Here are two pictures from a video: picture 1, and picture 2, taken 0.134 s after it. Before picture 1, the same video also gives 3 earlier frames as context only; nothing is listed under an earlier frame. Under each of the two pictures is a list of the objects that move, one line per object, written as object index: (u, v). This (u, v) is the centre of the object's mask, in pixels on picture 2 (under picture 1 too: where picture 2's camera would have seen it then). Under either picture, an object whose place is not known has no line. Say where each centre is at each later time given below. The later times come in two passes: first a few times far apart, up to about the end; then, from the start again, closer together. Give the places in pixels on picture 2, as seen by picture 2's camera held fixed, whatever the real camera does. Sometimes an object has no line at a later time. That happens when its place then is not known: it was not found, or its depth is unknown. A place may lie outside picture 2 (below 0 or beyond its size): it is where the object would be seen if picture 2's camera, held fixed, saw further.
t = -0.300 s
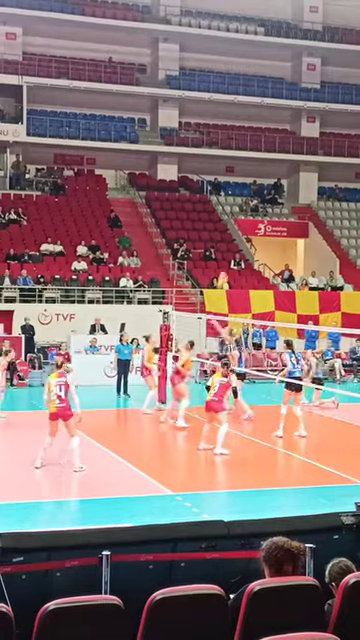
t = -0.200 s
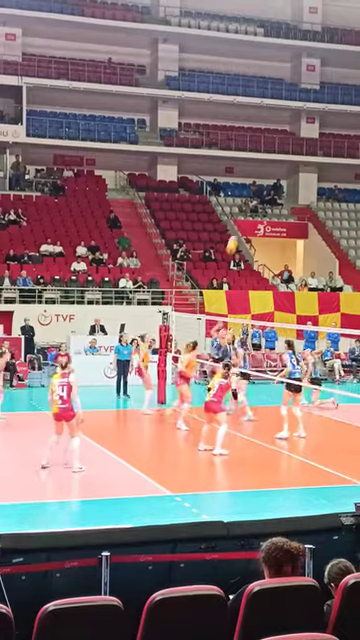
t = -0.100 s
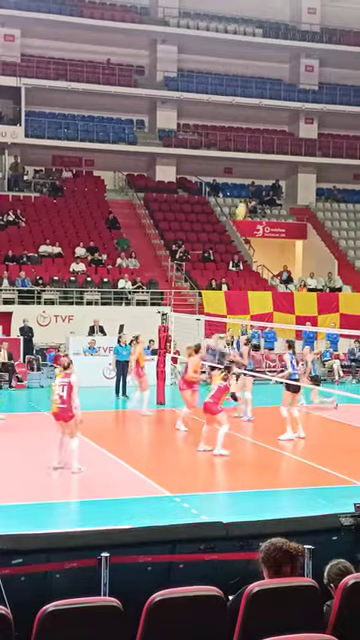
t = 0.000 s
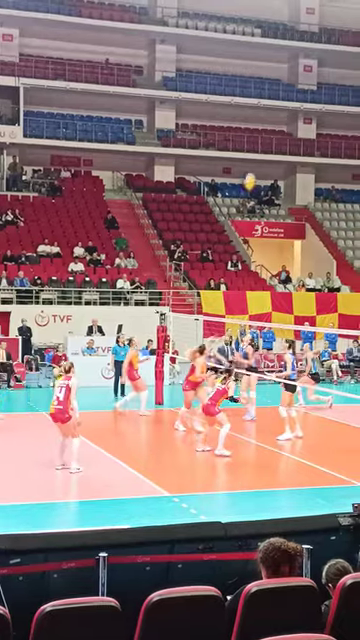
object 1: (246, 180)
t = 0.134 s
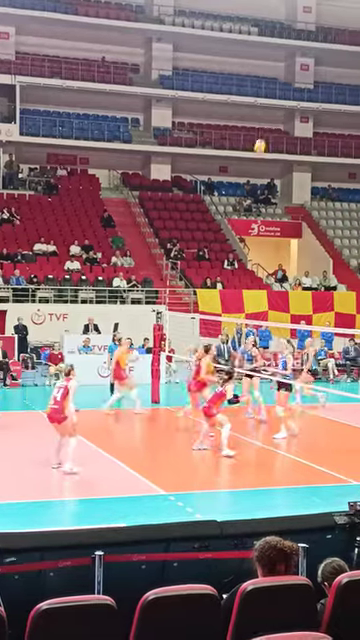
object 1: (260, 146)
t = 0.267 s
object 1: (273, 120)
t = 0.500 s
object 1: (297, 97)
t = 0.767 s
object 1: (325, 105)
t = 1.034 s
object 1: (353, 155)
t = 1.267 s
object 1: (378, 236)
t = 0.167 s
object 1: (263, 139)
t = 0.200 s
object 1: (266, 133)
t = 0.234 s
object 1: (270, 127)
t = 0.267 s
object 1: (273, 120)
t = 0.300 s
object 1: (276, 116)
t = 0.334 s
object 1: (279, 112)
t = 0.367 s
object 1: (283, 108)
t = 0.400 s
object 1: (286, 104)
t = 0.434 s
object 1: (290, 102)
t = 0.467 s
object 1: (293, 98)
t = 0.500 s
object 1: (297, 97)
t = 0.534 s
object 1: (300, 97)
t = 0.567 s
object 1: (304, 96)
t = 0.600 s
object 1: (307, 96)
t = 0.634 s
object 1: (311, 96)
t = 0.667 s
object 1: (315, 98)
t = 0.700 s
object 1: (318, 99)
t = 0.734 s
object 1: (321, 101)
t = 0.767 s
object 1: (325, 105)
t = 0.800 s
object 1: (329, 109)
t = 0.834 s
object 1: (332, 113)
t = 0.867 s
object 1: (336, 119)
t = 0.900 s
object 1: (340, 125)
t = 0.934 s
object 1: (343, 131)
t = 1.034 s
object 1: (353, 155)
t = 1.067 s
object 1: (357, 165)
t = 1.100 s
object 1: (361, 175)
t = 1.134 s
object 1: (364, 185)
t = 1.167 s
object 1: (367, 197)
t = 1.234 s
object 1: (374, 222)
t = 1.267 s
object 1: (378, 236)
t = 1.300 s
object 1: (381, 252)
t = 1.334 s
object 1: (384, 266)
